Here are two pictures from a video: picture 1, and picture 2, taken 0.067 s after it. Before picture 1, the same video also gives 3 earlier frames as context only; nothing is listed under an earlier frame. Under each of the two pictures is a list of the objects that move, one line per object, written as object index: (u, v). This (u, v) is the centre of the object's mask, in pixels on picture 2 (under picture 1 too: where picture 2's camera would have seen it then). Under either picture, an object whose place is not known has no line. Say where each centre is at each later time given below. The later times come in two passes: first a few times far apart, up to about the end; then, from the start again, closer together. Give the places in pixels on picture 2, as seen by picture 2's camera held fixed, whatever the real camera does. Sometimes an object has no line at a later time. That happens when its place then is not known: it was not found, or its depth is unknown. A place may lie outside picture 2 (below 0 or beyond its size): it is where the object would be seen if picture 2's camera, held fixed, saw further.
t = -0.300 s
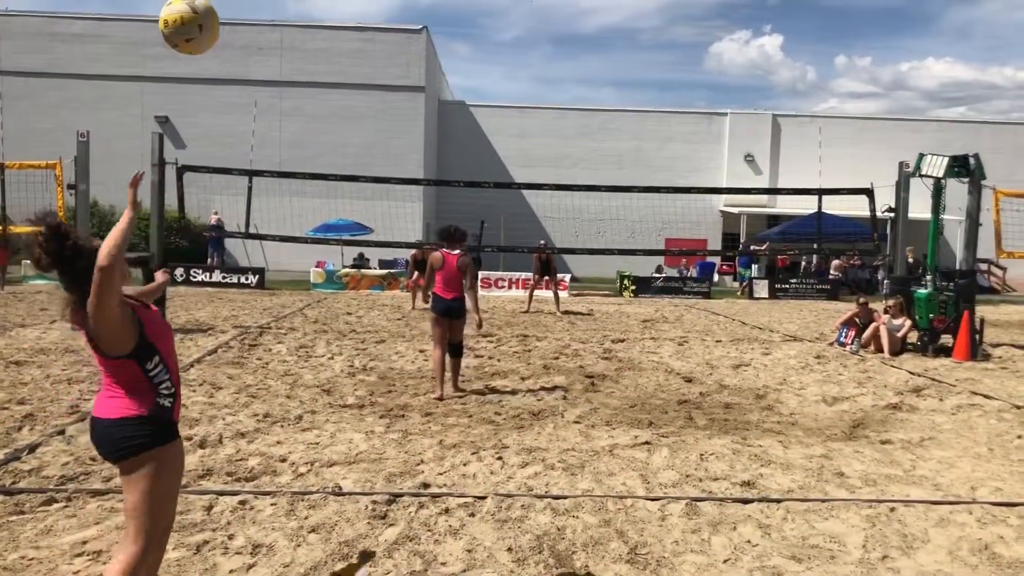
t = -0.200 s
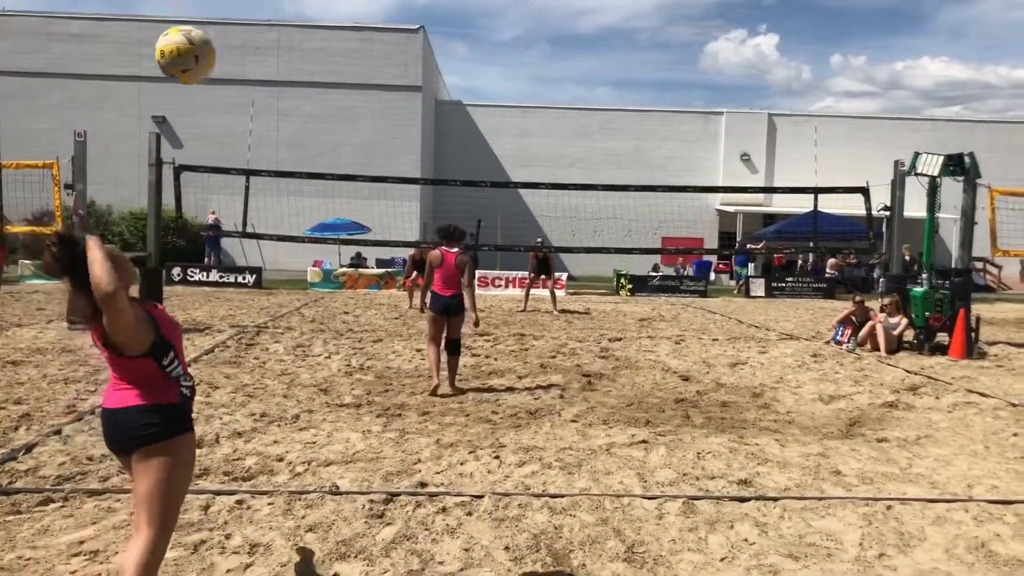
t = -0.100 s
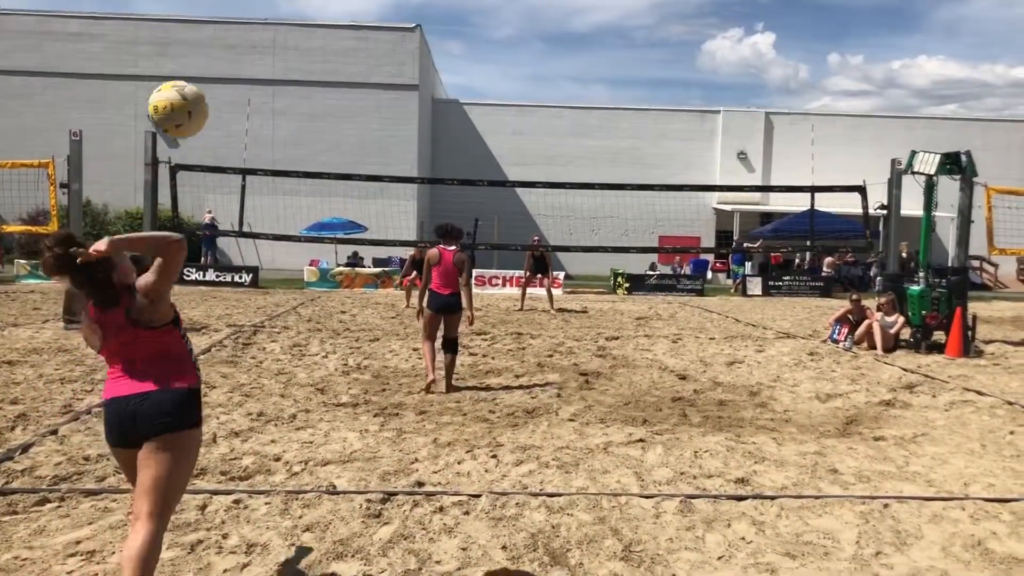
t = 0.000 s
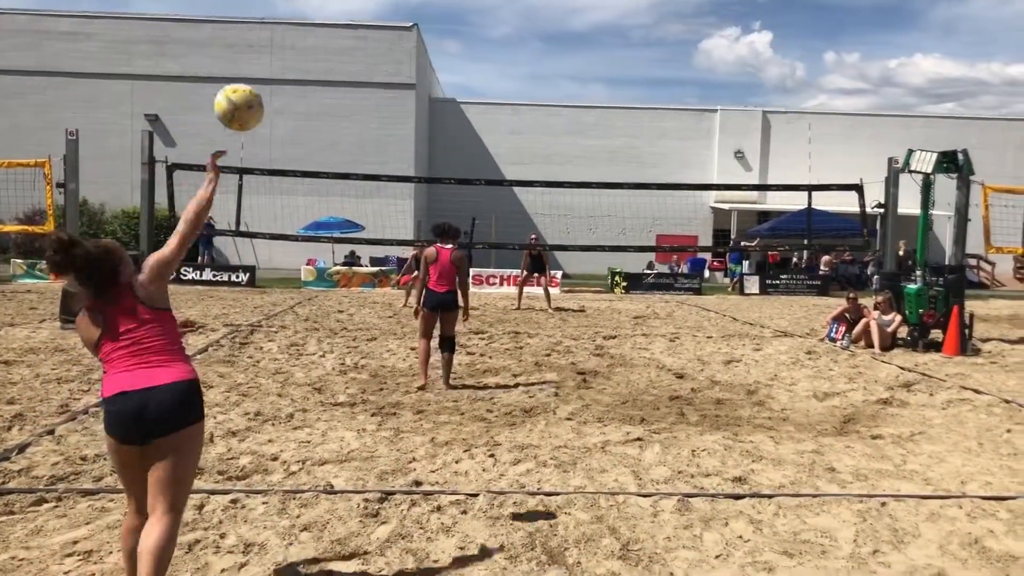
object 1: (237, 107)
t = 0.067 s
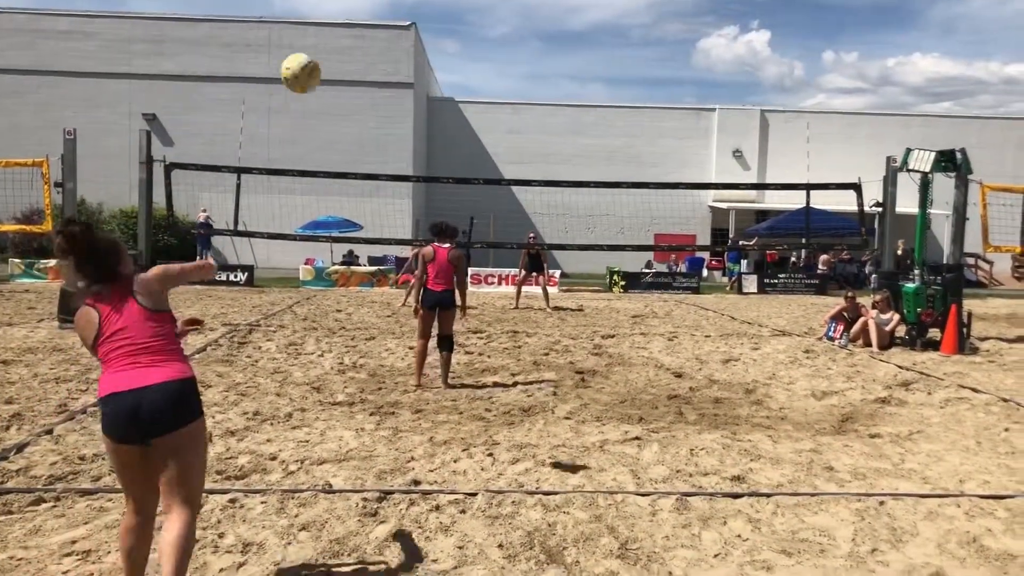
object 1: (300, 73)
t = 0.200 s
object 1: (377, 55)
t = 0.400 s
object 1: (434, 77)
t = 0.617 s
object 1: (466, 124)
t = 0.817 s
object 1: (481, 175)
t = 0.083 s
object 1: (313, 68)
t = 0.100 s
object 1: (325, 64)
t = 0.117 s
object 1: (335, 61)
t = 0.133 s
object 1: (345, 58)
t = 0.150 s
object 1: (354, 57)
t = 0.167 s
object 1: (362, 56)
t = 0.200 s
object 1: (377, 55)
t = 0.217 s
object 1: (383, 55)
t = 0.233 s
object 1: (390, 56)
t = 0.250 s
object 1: (396, 57)
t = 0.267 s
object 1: (401, 58)
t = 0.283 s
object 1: (405, 60)
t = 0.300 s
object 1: (410, 62)
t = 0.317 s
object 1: (415, 63)
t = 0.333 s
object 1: (420, 66)
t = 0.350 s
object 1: (424, 69)
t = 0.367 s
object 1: (427, 71)
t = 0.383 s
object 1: (431, 74)
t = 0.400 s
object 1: (434, 77)
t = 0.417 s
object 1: (438, 80)
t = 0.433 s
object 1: (441, 83)
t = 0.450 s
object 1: (443, 86)
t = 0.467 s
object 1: (446, 89)
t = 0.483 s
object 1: (449, 93)
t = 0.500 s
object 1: (451, 96)
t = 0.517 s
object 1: (453, 100)
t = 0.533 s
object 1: (456, 103)
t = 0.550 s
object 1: (458, 108)
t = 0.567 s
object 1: (461, 111)
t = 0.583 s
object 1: (462, 116)
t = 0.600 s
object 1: (465, 120)
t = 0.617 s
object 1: (466, 124)
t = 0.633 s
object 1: (468, 129)
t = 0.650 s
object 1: (470, 133)
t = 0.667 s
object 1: (471, 137)
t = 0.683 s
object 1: (472, 141)
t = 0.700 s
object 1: (473, 145)
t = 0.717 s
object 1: (474, 150)
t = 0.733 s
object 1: (475, 155)
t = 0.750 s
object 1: (477, 159)
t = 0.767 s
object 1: (478, 163)
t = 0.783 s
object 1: (479, 167)
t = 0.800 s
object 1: (480, 172)
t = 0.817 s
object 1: (481, 175)
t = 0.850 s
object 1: (481, 188)
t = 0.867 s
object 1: (483, 191)
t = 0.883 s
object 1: (484, 196)
